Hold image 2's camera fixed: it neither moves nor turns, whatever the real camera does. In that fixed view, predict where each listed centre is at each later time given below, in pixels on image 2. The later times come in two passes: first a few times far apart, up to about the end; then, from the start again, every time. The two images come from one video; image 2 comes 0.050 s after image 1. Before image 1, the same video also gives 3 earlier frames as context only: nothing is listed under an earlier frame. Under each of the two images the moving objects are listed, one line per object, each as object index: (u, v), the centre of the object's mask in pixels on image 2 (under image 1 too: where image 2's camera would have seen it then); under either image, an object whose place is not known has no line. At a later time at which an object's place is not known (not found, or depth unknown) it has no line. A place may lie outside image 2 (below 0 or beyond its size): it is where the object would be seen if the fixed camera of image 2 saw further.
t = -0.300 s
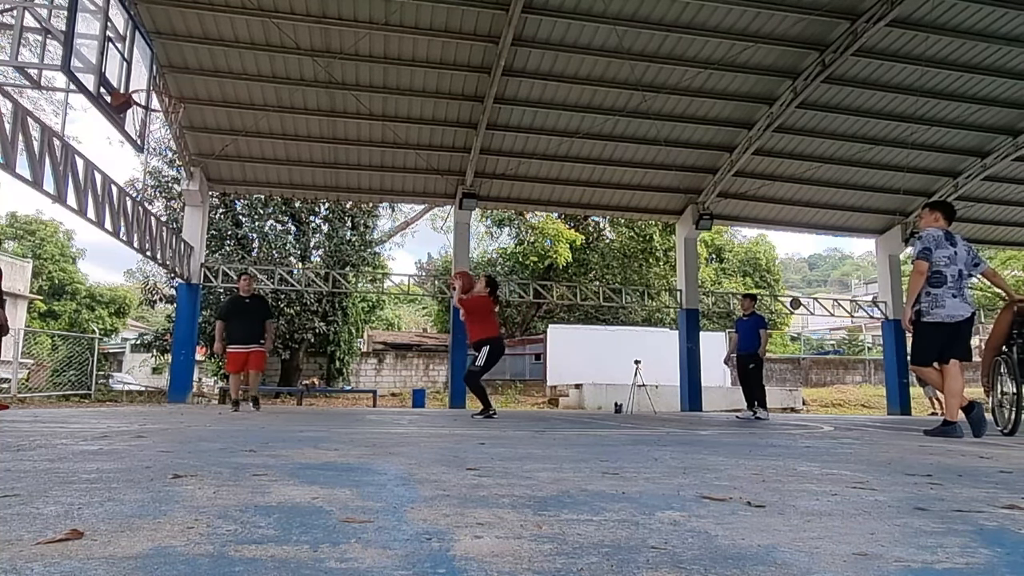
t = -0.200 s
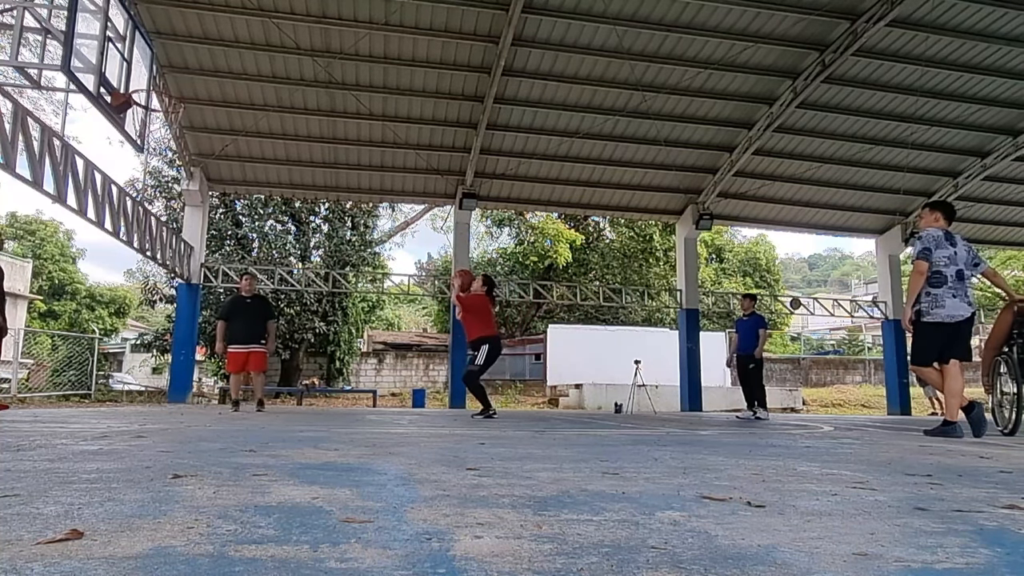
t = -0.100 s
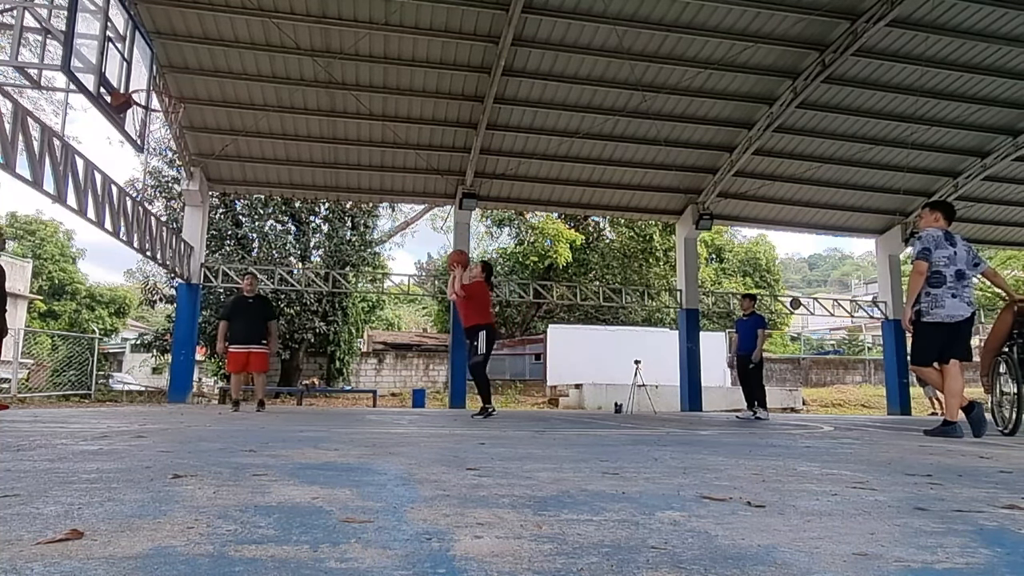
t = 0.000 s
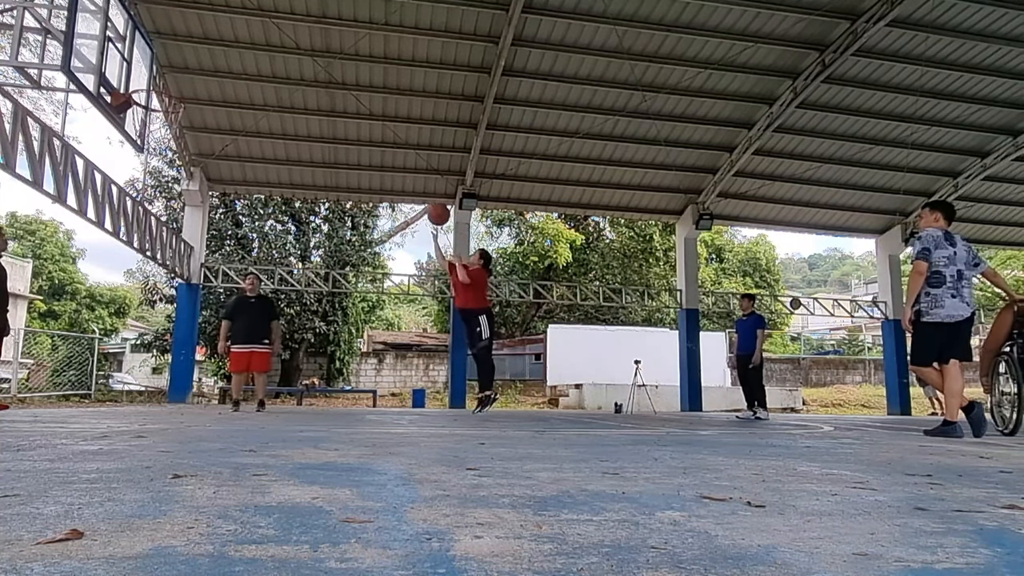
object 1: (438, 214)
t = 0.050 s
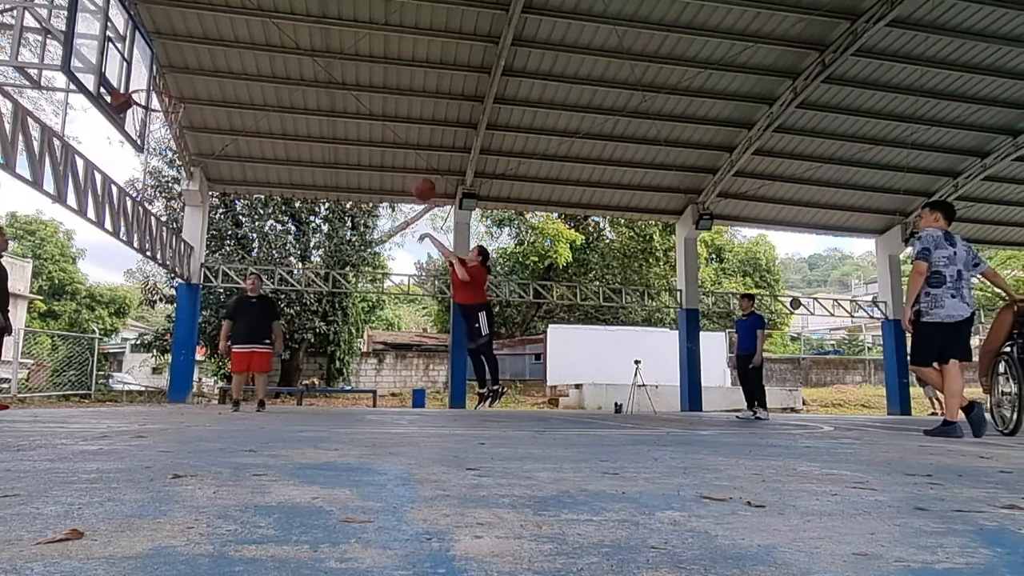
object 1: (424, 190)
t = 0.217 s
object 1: (375, 121)
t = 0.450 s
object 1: (306, 68)
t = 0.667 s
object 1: (236, 61)
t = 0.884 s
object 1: (162, 94)
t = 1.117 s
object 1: (166, 158)
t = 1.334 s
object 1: (182, 241)
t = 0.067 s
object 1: (419, 181)
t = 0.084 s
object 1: (414, 173)
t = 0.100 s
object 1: (409, 166)
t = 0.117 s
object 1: (404, 159)
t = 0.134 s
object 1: (399, 152)
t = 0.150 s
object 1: (395, 146)
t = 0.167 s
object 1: (390, 139)
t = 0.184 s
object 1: (385, 134)
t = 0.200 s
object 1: (380, 127)
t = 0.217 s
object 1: (375, 121)
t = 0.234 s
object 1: (370, 116)
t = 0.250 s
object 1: (365, 111)
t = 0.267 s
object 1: (361, 106)
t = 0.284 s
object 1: (355, 102)
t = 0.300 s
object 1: (350, 97)
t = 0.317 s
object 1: (345, 94)
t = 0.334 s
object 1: (340, 89)
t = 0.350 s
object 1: (335, 86)
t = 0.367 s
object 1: (330, 82)
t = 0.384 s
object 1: (325, 79)
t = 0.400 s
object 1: (320, 76)
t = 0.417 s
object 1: (315, 73)
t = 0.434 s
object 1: (310, 71)
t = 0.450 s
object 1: (306, 68)
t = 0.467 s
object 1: (300, 66)
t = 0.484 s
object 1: (295, 64)
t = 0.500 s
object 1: (290, 63)
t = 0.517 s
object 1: (284, 61)
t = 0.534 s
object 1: (280, 60)
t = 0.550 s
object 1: (274, 59)
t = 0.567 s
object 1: (269, 59)
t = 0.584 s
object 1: (264, 58)
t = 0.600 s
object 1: (259, 58)
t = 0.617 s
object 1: (253, 58)
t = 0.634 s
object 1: (248, 58)
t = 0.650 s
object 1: (242, 59)
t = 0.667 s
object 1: (236, 61)
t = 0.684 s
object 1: (231, 61)
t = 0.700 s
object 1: (225, 63)
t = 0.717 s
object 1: (220, 64)
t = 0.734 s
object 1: (215, 67)
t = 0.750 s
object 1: (209, 69)
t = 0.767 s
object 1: (203, 71)
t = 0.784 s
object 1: (197, 74)
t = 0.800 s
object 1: (191, 76)
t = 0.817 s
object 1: (185, 79)
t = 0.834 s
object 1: (180, 83)
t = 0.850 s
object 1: (173, 86)
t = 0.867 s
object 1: (168, 90)
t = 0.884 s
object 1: (162, 94)
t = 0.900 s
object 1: (156, 99)
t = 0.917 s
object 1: (150, 103)
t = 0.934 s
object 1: (149, 108)
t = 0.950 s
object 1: (150, 113)
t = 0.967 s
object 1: (153, 118)
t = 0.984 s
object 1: (154, 122)
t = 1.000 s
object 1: (155, 128)
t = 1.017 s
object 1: (157, 134)
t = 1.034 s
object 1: (159, 139)
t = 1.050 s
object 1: (161, 143)
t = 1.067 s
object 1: (162, 146)
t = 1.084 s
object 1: (163, 150)
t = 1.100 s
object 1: (165, 154)
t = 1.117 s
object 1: (166, 158)
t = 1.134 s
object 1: (168, 163)
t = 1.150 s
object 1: (169, 168)
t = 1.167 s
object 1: (170, 173)
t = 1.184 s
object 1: (172, 179)
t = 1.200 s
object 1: (173, 185)
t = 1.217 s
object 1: (174, 191)
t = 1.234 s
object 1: (175, 197)
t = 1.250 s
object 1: (177, 204)
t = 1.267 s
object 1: (178, 210)
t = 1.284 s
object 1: (179, 218)
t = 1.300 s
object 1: (180, 225)
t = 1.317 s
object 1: (181, 233)
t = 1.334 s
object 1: (182, 241)
